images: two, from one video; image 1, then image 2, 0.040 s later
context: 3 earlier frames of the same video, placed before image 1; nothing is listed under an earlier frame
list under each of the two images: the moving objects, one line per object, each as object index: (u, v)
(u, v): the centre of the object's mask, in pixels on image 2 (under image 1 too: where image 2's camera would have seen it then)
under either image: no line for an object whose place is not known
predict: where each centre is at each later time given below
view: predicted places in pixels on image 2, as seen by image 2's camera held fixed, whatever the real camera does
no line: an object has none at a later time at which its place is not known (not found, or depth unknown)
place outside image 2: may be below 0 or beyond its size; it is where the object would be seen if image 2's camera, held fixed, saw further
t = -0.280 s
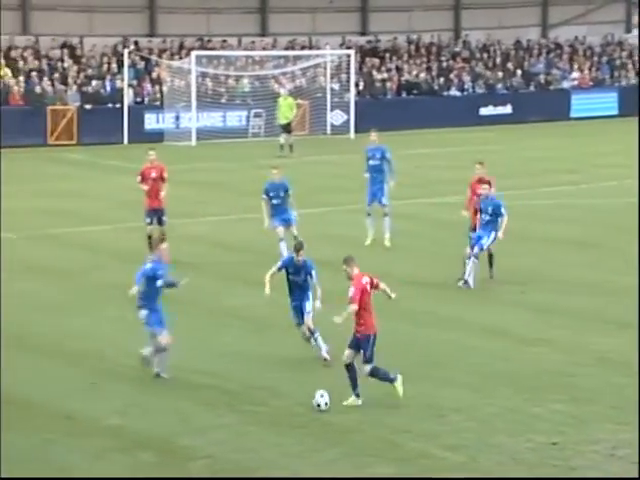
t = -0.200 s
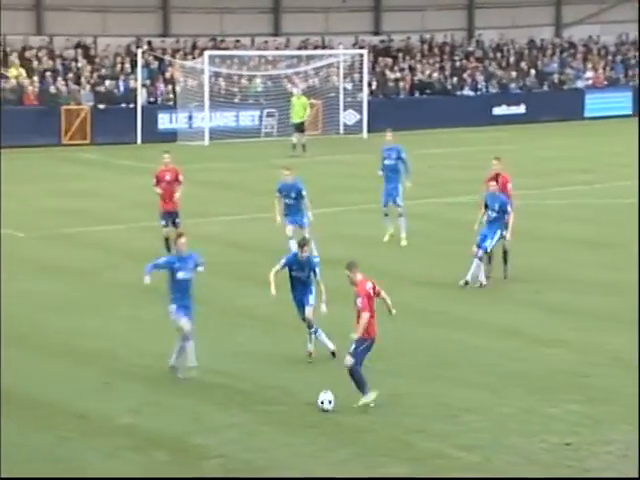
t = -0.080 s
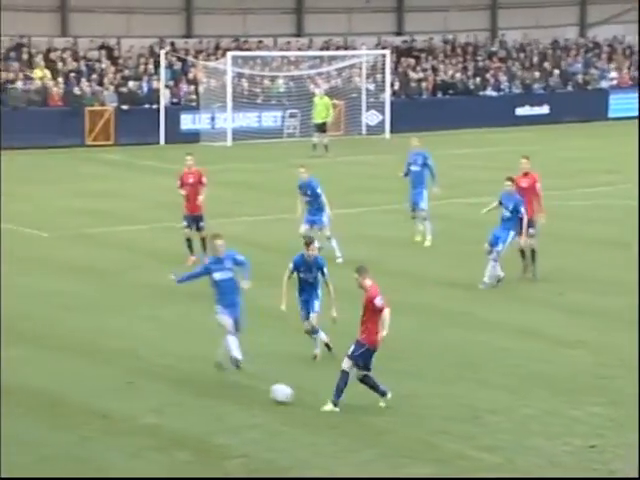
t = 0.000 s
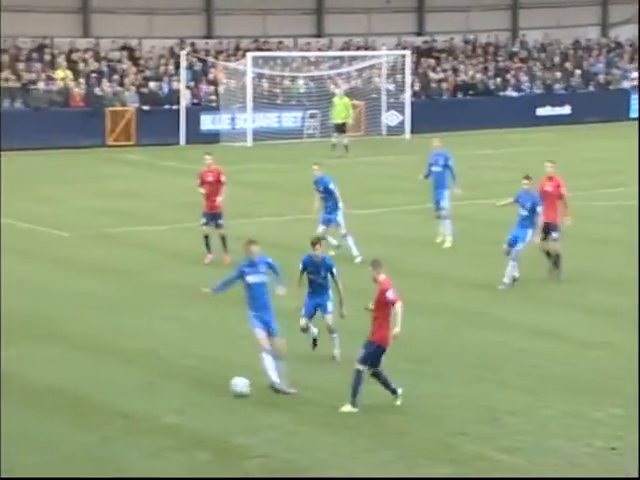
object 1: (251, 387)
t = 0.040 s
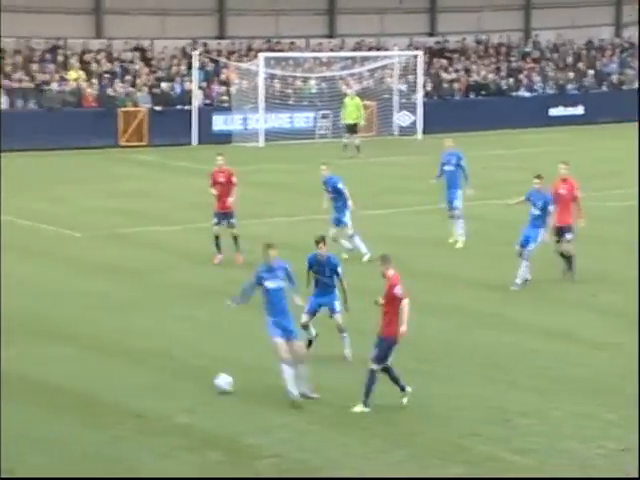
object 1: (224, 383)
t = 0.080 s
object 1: (194, 379)
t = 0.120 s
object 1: (167, 376)
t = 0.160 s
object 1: (142, 373)
